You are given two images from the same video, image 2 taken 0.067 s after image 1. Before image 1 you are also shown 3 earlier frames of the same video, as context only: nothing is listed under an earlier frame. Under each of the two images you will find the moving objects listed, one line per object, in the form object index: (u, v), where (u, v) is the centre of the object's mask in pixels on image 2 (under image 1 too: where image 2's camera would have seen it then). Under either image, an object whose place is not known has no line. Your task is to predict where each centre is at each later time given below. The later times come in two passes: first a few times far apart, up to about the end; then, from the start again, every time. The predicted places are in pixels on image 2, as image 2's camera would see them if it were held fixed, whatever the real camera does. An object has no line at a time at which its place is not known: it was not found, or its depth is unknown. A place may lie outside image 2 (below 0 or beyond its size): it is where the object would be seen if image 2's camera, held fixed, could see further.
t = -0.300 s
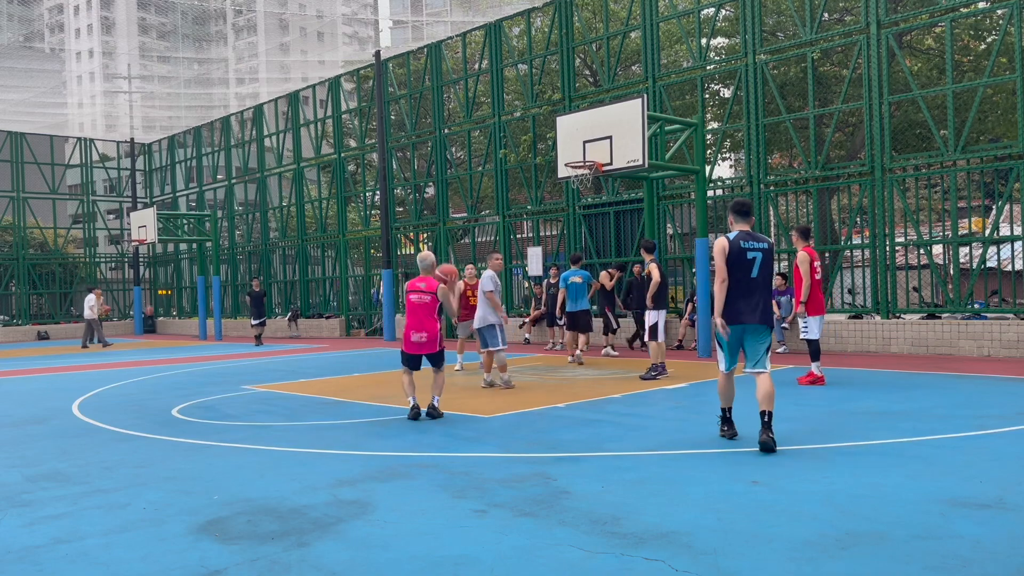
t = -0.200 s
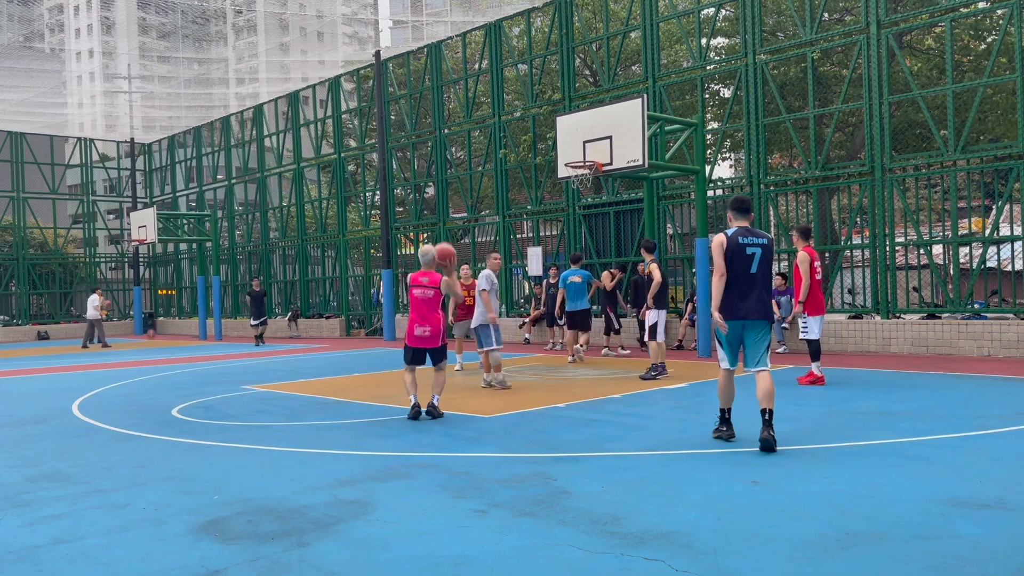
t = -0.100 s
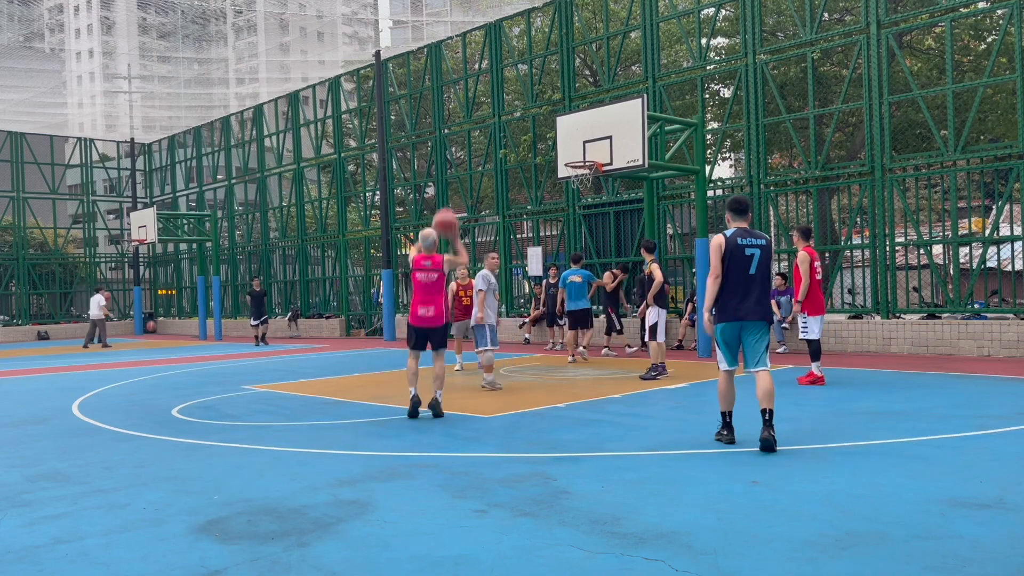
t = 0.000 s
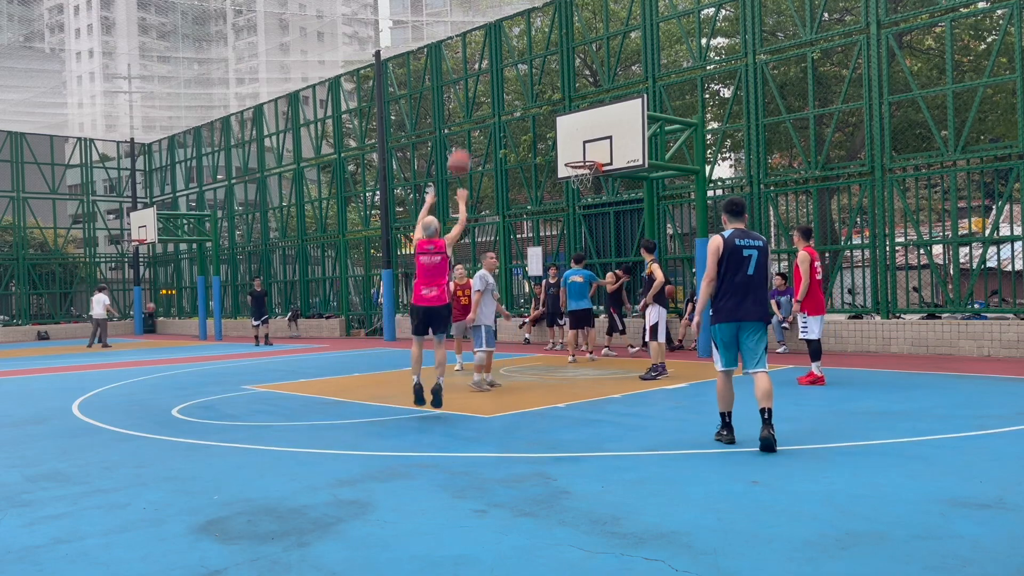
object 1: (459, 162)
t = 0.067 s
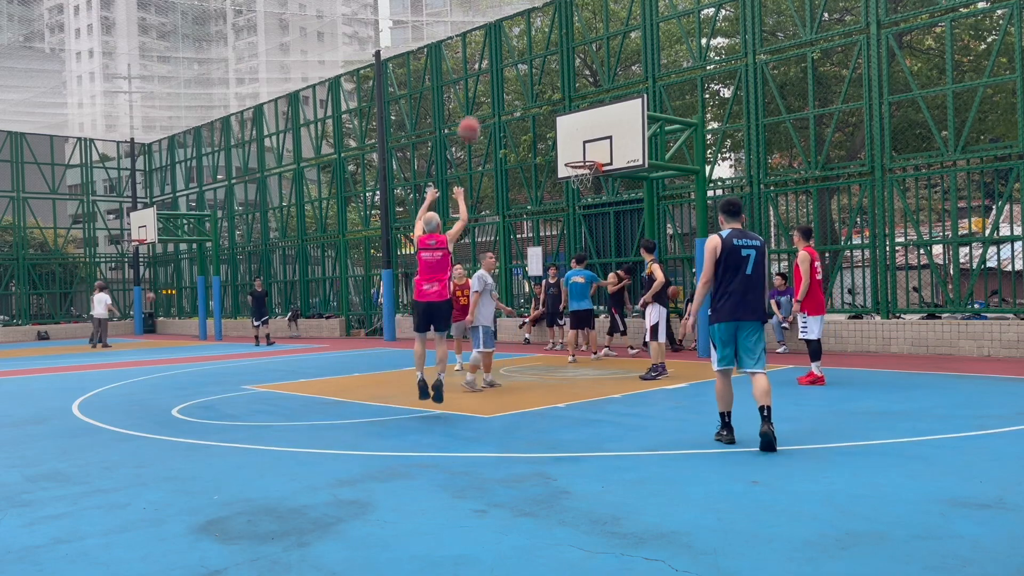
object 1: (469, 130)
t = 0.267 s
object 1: (496, 63)
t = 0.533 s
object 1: (527, 36)
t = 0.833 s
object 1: (557, 71)
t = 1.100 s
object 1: (581, 146)
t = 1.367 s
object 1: (552, 131)
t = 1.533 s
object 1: (527, 130)
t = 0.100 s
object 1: (474, 115)
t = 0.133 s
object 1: (478, 101)
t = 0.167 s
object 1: (483, 90)
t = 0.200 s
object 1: (487, 80)
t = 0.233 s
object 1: (492, 70)
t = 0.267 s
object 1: (496, 63)
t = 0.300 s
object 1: (500, 56)
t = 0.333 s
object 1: (503, 50)
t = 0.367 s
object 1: (508, 45)
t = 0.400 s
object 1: (512, 41)
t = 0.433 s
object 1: (516, 39)
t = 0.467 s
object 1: (520, 37)
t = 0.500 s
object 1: (523, 36)
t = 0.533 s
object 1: (527, 36)
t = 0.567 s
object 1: (530, 37)
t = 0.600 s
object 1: (534, 39)
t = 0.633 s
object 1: (537, 42)
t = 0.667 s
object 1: (541, 44)
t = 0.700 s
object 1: (544, 48)
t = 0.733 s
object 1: (547, 52)
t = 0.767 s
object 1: (551, 58)
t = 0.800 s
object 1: (554, 64)
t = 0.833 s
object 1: (557, 71)
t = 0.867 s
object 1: (560, 79)
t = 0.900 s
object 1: (563, 86)
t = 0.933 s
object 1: (567, 95)
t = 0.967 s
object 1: (570, 104)
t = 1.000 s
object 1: (572, 113)
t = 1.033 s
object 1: (575, 124)
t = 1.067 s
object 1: (578, 134)
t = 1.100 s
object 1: (581, 146)
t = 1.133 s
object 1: (584, 156)
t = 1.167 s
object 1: (581, 155)
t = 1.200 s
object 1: (576, 150)
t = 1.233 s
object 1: (572, 144)
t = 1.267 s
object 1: (567, 140)
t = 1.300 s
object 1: (562, 136)
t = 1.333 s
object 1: (557, 133)
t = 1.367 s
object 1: (552, 131)
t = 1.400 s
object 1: (548, 129)
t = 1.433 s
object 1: (542, 128)
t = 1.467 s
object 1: (537, 128)
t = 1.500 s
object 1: (532, 128)
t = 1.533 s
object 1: (527, 130)
